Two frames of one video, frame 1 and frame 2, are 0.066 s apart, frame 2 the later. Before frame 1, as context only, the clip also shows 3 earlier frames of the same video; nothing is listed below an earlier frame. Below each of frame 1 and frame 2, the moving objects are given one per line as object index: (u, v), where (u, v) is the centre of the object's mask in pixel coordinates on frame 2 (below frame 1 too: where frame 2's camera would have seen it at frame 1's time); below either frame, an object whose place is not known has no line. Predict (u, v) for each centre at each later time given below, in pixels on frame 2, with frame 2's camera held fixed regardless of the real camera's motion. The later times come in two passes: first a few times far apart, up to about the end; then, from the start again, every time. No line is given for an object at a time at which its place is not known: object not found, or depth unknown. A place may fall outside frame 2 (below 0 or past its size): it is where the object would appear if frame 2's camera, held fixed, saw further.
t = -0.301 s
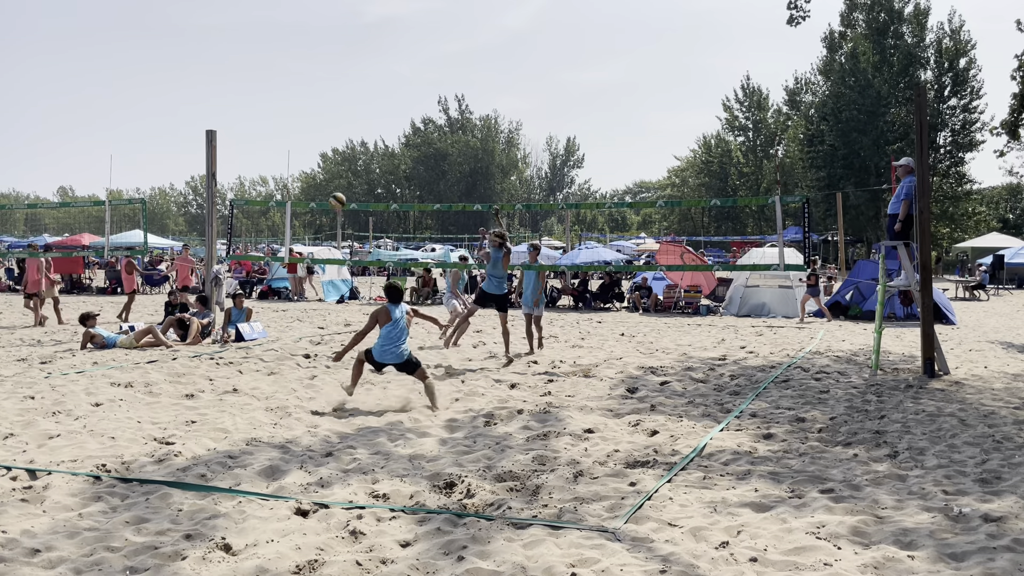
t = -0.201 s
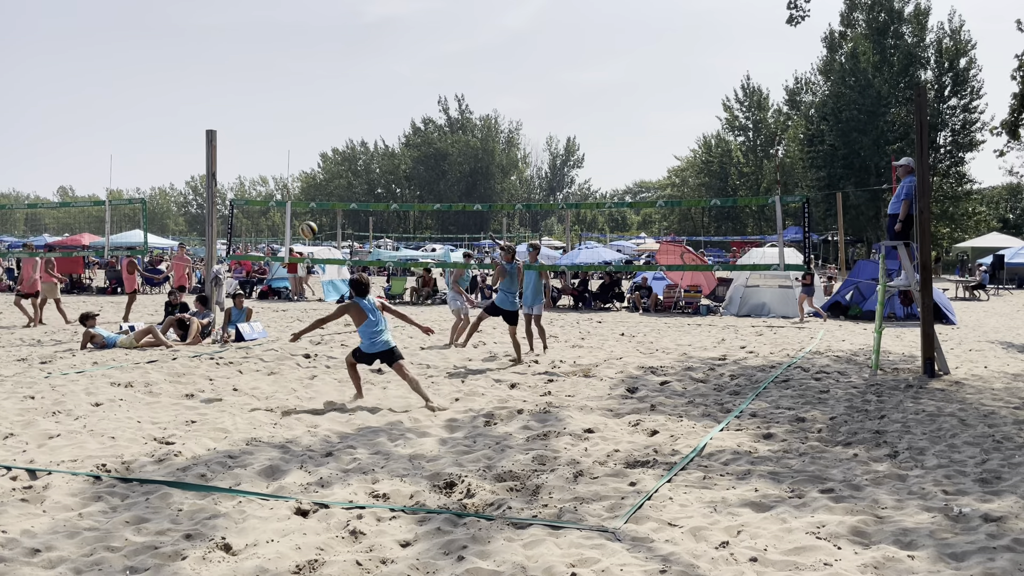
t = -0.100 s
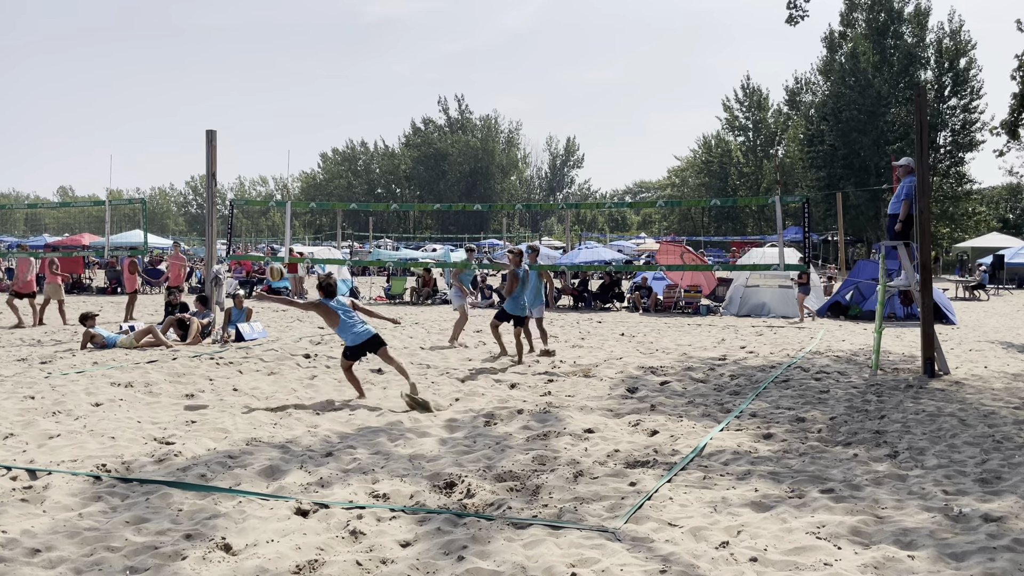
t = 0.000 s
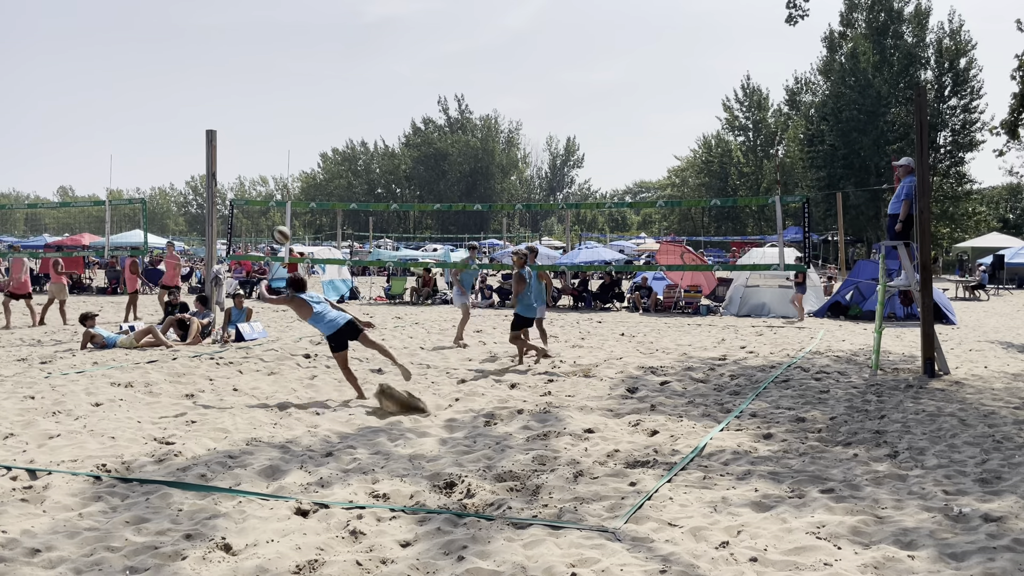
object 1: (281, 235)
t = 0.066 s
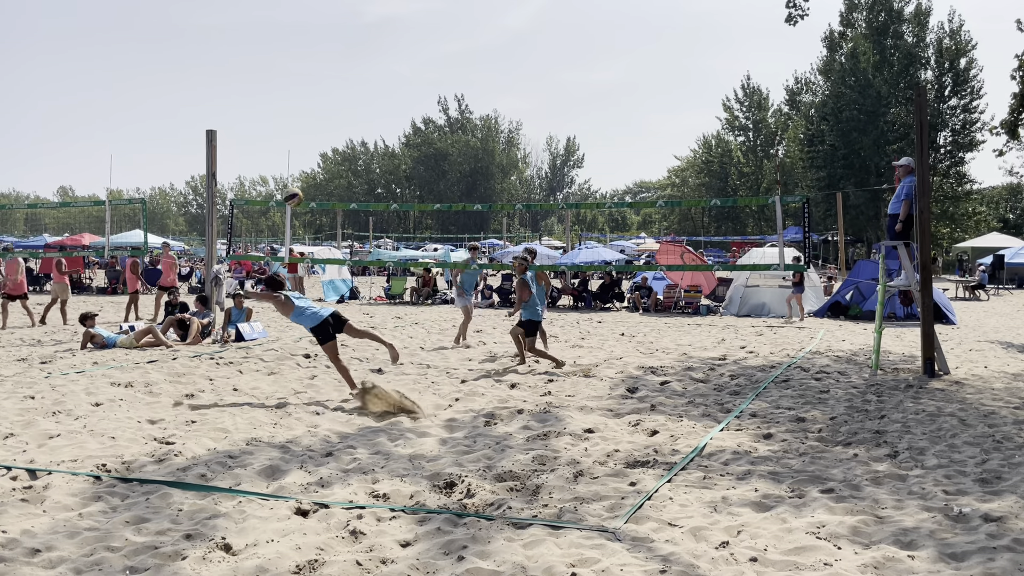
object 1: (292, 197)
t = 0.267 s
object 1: (327, 106)
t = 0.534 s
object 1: (373, 37)
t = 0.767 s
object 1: (414, 31)
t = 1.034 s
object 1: (459, 90)
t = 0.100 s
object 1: (298, 179)
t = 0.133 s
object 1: (304, 164)
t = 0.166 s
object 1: (310, 148)
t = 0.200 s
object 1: (316, 132)
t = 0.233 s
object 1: (321, 119)
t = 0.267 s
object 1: (327, 106)
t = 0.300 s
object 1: (333, 94)
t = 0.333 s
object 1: (338, 83)
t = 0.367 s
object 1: (344, 73)
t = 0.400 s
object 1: (350, 64)
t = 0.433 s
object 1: (355, 56)
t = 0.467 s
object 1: (361, 49)
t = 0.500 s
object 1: (367, 43)
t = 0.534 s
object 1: (373, 37)
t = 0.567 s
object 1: (379, 34)
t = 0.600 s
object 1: (385, 30)
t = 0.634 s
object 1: (390, 28)
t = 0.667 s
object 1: (396, 28)
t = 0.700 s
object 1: (402, 28)
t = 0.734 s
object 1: (408, 28)
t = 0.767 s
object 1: (414, 31)
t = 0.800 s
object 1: (419, 34)
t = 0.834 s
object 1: (425, 39)
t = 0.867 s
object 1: (431, 44)
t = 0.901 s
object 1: (436, 51)
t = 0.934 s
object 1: (442, 59)
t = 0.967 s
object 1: (448, 68)
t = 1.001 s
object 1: (453, 78)
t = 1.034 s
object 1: (459, 90)
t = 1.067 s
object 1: (465, 101)
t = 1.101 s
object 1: (470, 115)
